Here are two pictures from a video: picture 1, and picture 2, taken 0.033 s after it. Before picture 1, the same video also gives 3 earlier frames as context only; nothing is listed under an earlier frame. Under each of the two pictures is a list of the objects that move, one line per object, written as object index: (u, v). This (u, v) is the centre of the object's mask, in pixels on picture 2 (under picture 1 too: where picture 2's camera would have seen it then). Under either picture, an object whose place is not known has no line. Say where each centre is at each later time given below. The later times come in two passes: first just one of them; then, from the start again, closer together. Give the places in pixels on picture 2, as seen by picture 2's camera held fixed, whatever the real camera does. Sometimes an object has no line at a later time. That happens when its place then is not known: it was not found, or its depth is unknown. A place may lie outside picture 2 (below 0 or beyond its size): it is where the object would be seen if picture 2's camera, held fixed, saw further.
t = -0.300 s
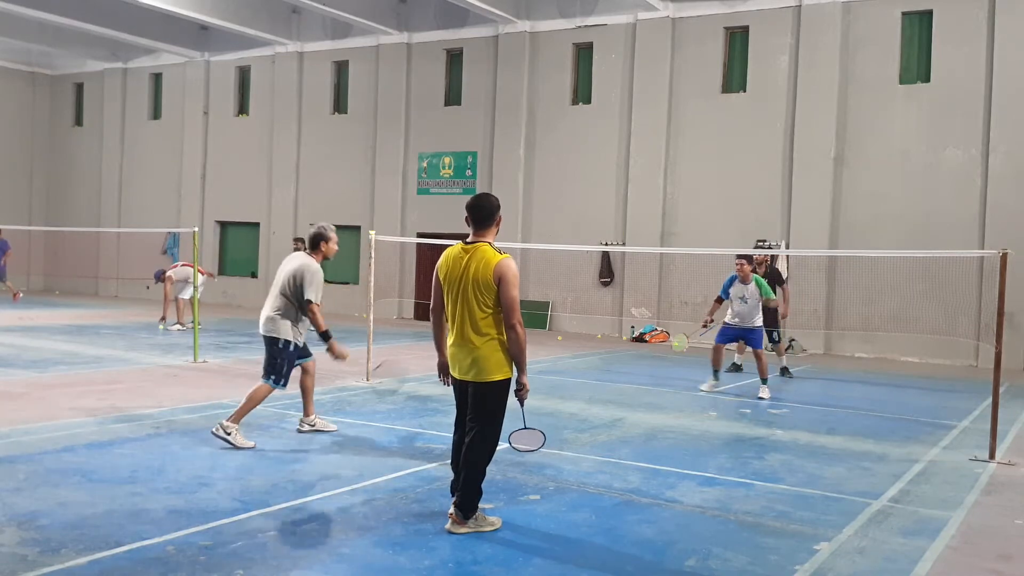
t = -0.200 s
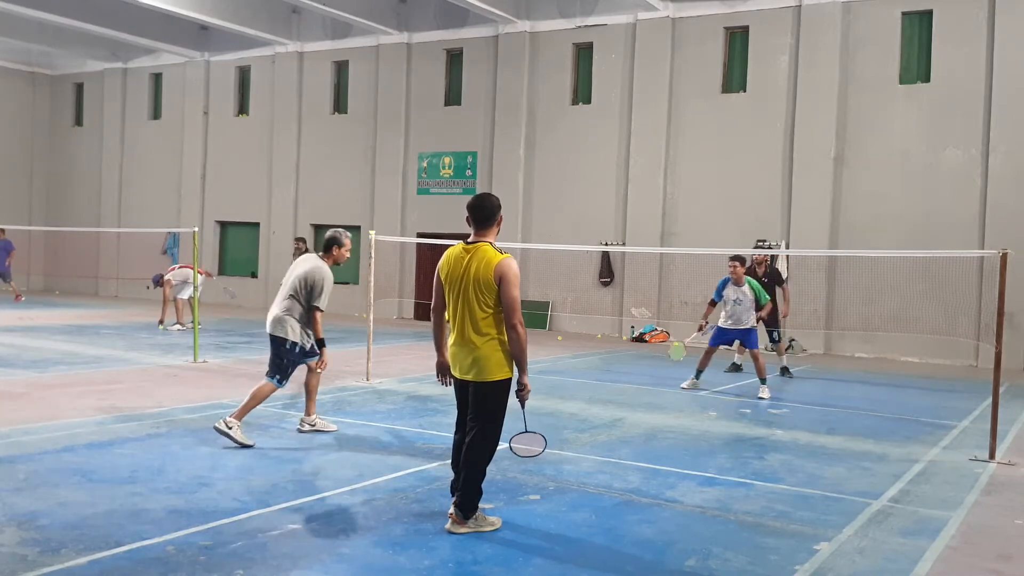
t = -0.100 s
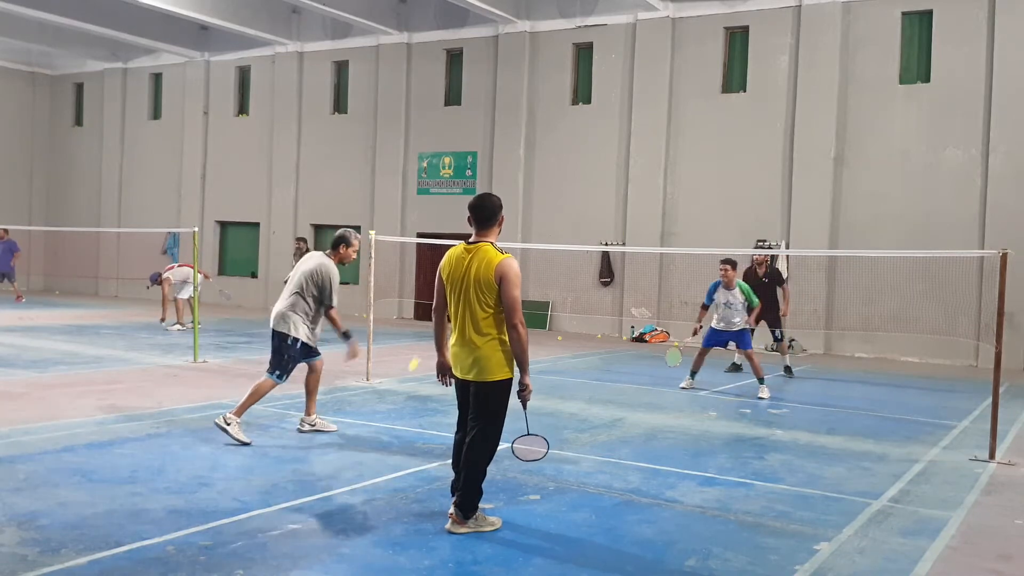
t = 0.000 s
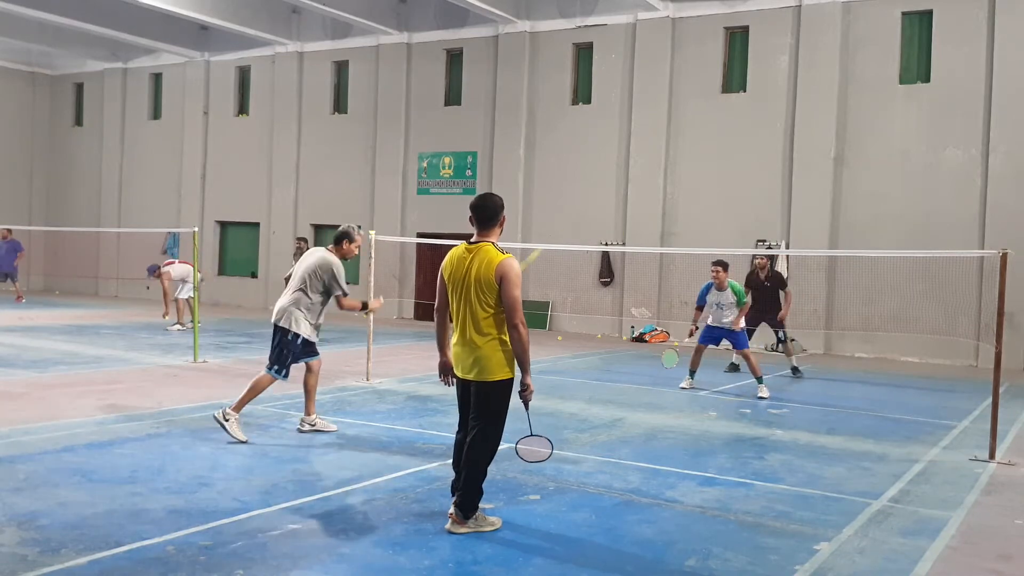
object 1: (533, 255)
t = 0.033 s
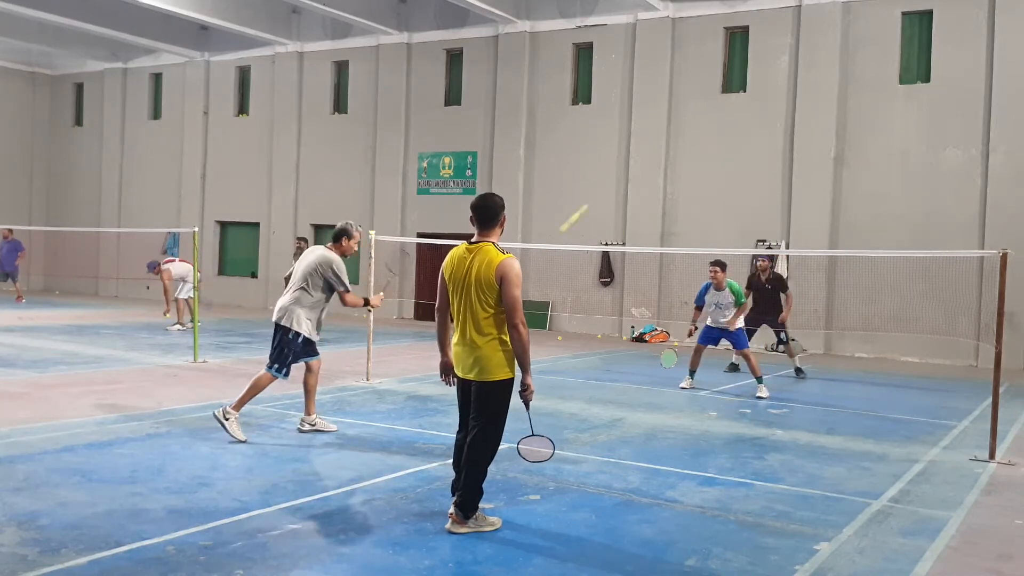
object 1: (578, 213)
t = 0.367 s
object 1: (779, 63)
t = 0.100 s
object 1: (645, 153)
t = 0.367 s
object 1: (779, 63)
